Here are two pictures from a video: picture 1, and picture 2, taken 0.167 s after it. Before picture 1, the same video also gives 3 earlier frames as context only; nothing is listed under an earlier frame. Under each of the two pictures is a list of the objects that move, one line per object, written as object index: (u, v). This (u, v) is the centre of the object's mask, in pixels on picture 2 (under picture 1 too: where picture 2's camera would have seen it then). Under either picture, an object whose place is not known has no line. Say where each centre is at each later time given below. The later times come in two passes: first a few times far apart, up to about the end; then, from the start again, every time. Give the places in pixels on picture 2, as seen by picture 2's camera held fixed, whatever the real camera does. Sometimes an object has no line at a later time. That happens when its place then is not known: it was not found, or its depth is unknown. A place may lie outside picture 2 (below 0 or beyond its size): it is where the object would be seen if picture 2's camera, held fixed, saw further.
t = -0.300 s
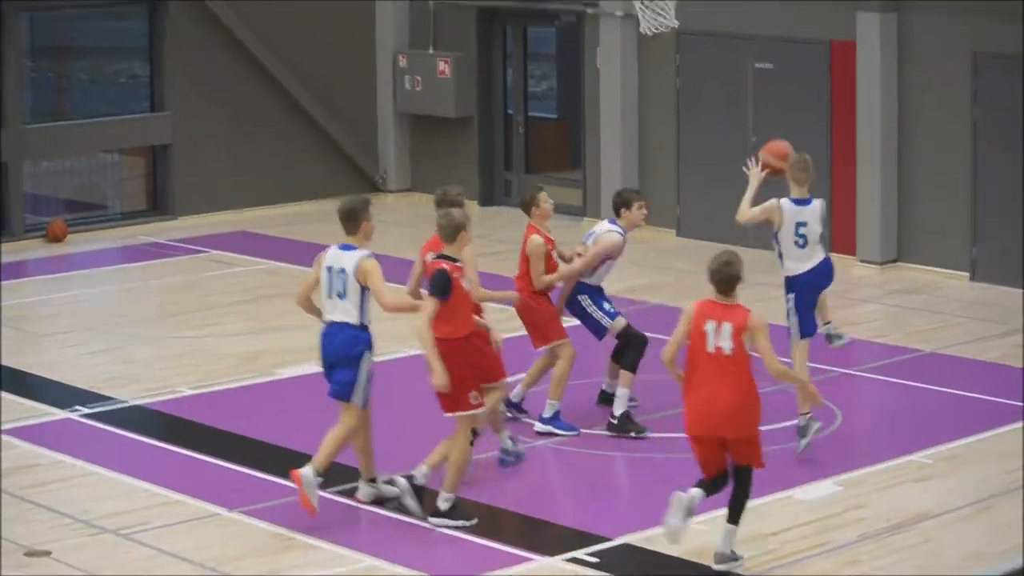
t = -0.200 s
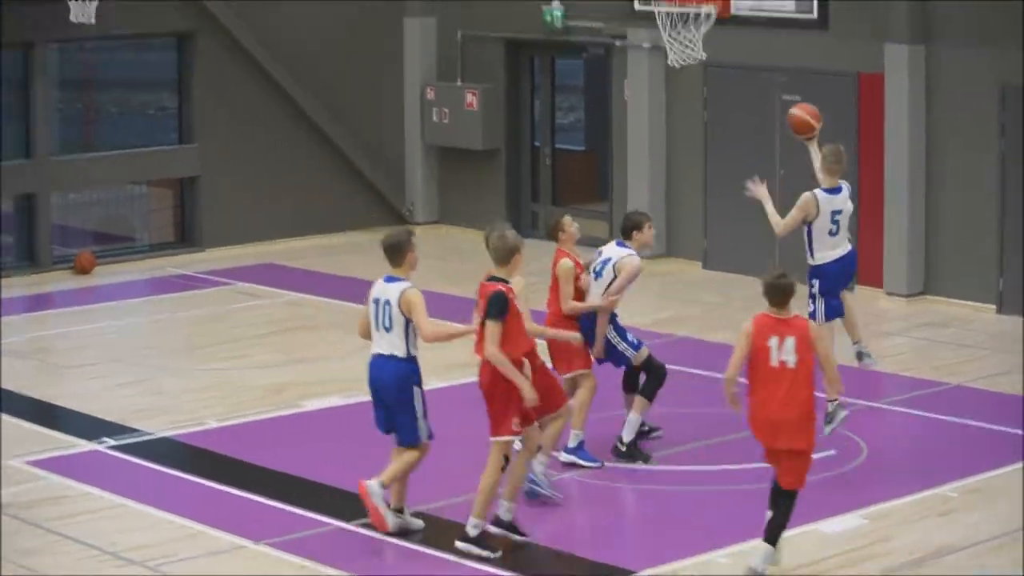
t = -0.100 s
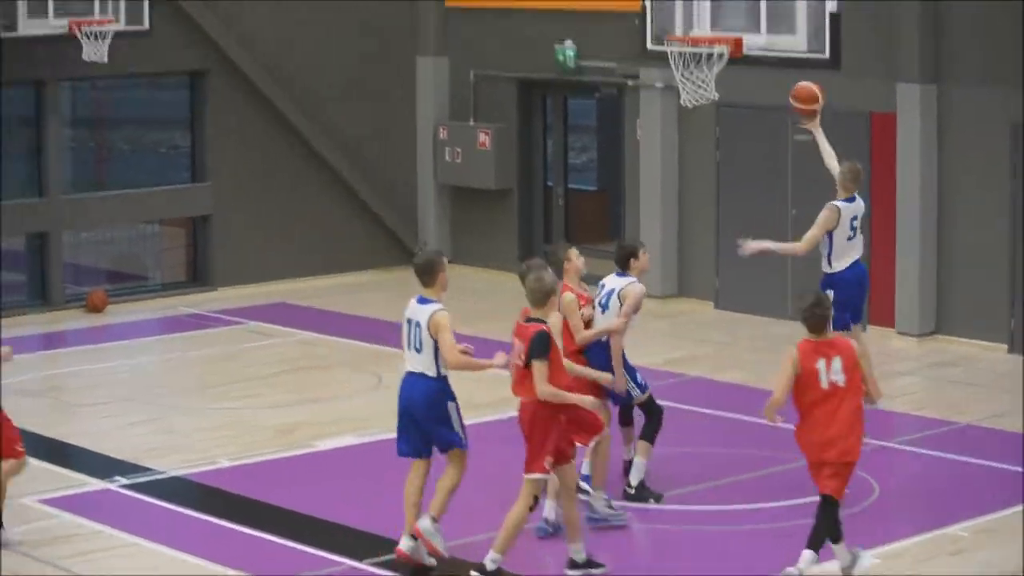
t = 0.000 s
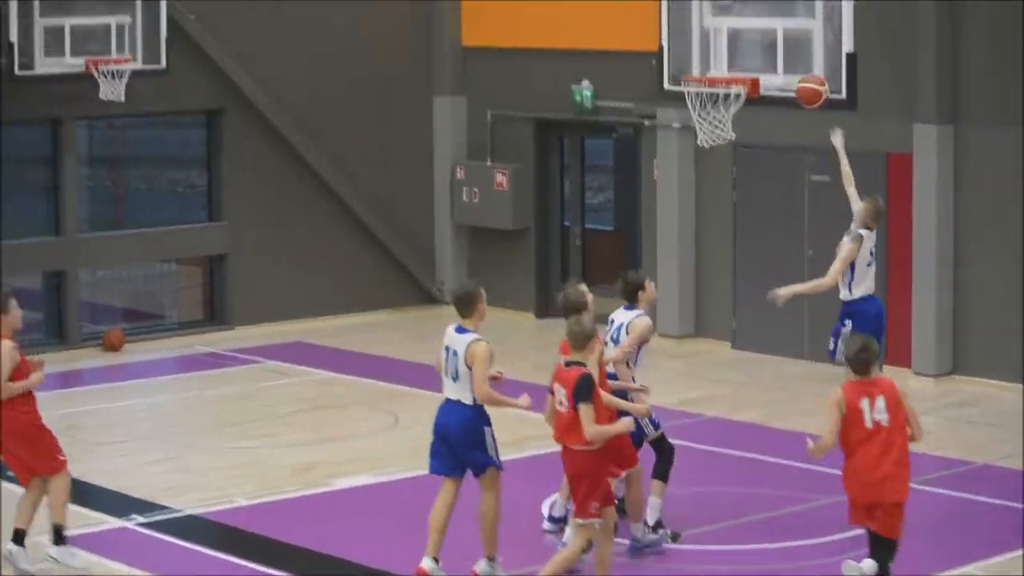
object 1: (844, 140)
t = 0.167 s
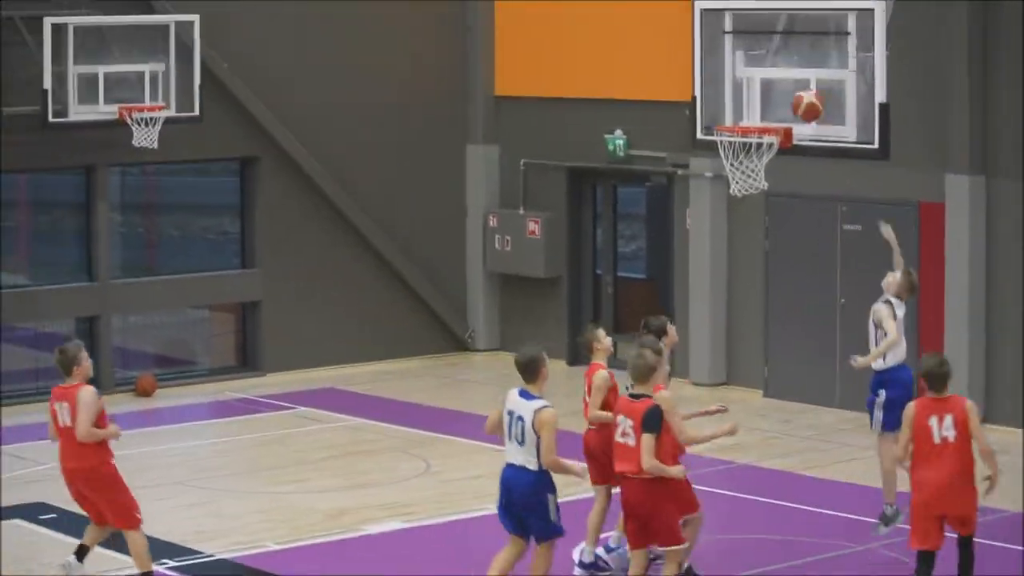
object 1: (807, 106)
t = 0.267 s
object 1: (777, 104)
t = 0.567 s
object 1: (730, 112)
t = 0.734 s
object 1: (713, 112)
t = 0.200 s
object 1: (798, 104)
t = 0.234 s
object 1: (788, 103)
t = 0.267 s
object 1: (777, 104)
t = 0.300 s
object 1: (768, 108)
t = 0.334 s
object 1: (758, 113)
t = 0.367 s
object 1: (753, 111)
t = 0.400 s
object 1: (750, 109)
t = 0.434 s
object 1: (745, 109)
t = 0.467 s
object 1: (741, 111)
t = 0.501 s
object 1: (737, 113)
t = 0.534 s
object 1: (734, 111)
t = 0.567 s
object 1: (730, 112)
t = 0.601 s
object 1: (727, 112)
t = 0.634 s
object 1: (724, 113)
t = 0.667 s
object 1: (721, 112)
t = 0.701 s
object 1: (718, 111)
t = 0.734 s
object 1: (713, 112)
